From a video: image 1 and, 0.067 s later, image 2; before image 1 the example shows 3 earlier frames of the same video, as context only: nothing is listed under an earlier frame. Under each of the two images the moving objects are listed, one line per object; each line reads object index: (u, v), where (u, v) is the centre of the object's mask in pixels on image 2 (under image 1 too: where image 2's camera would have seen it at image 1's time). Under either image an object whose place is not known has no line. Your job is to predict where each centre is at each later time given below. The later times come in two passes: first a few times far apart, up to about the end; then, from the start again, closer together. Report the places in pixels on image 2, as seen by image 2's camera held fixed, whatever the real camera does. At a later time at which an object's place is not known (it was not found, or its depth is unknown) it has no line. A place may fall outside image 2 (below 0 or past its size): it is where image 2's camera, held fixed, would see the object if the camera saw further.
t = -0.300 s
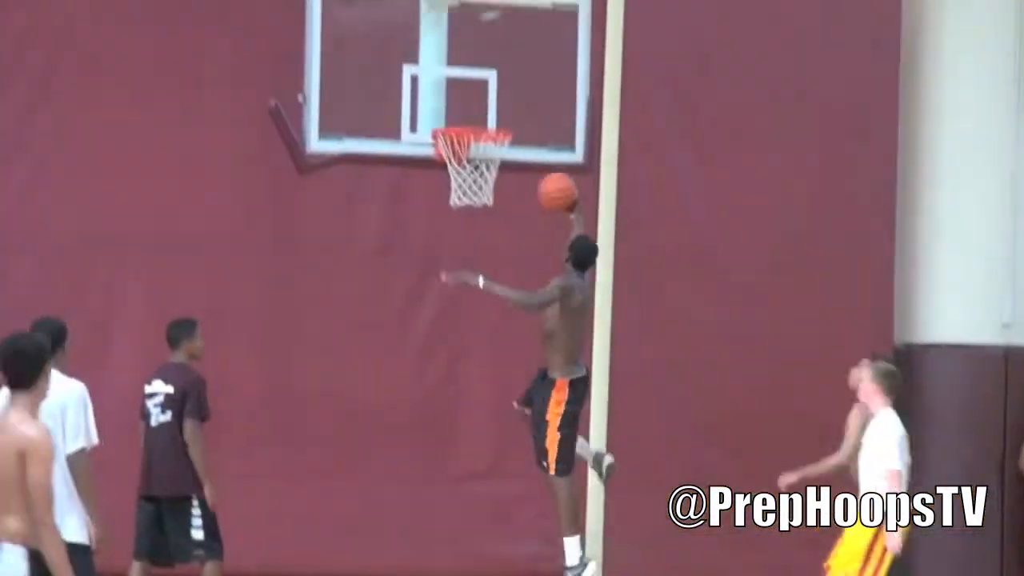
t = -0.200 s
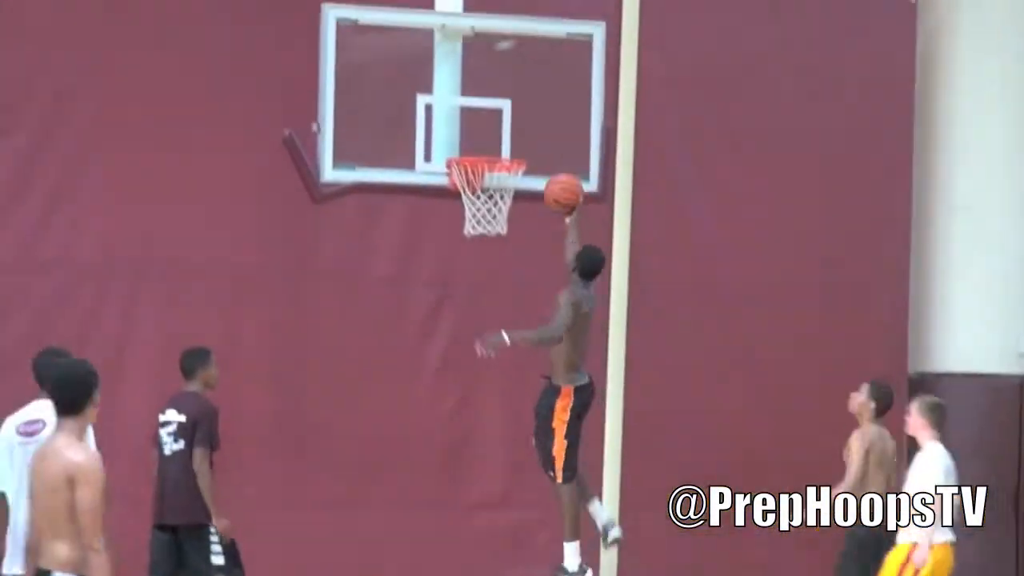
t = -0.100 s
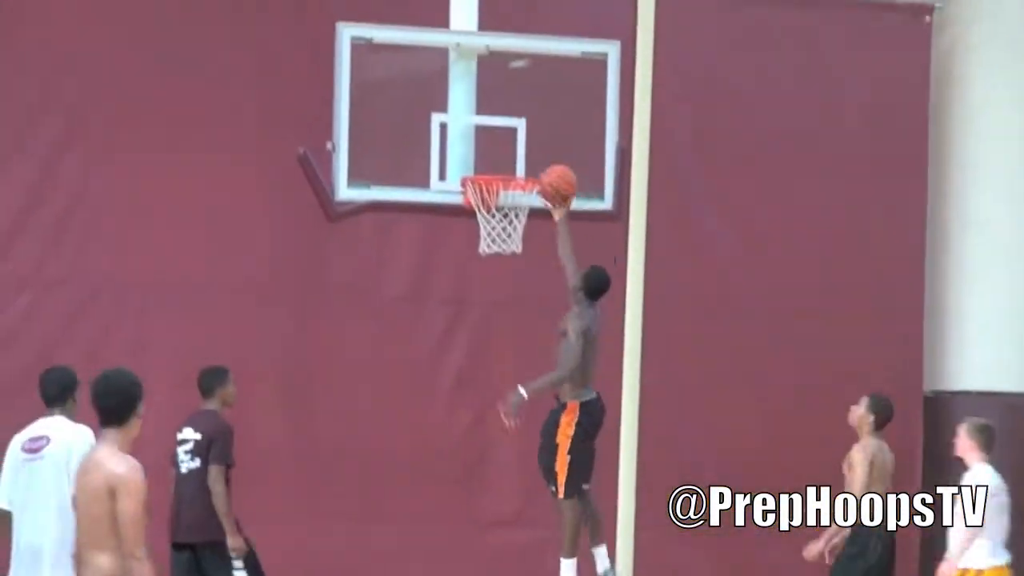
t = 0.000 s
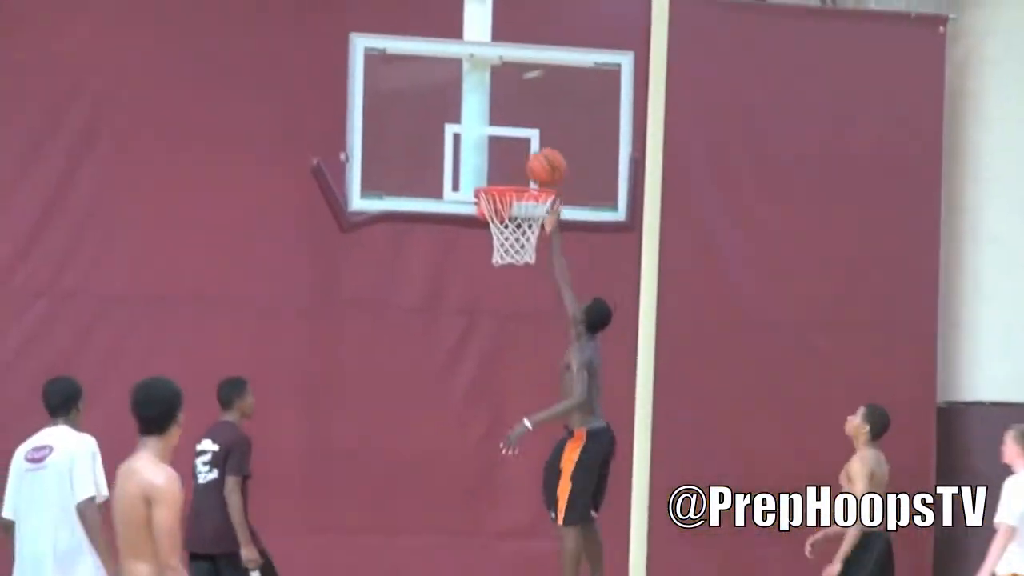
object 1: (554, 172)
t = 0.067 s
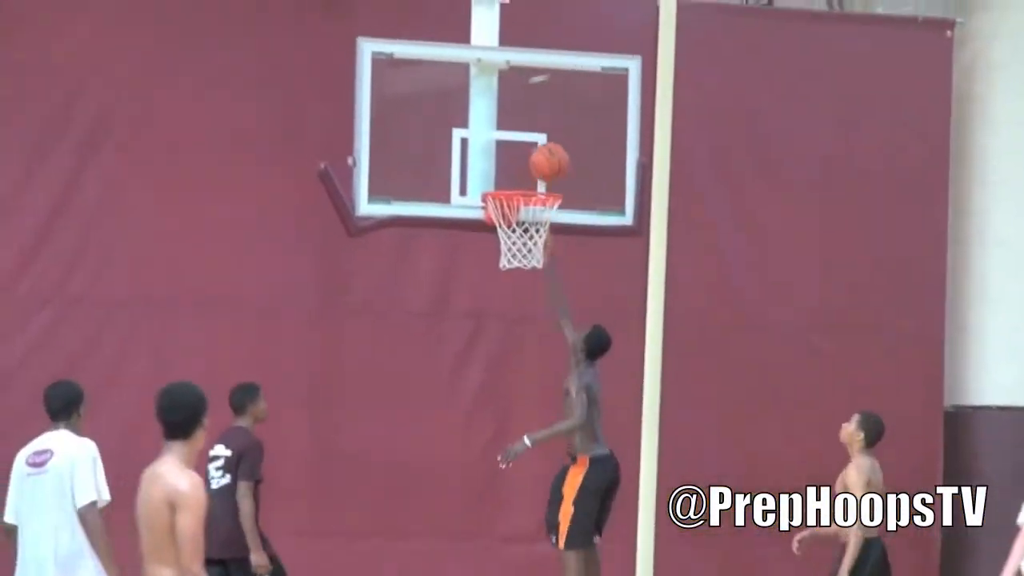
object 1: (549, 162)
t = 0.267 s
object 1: (541, 174)
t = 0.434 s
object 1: (529, 225)
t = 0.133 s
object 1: (546, 159)
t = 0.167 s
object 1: (545, 160)
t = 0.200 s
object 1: (544, 164)
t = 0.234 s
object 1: (543, 168)
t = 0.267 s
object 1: (541, 174)
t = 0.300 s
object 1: (540, 181)
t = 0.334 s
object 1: (539, 193)
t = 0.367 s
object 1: (536, 203)
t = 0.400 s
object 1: (532, 215)
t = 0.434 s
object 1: (529, 225)
